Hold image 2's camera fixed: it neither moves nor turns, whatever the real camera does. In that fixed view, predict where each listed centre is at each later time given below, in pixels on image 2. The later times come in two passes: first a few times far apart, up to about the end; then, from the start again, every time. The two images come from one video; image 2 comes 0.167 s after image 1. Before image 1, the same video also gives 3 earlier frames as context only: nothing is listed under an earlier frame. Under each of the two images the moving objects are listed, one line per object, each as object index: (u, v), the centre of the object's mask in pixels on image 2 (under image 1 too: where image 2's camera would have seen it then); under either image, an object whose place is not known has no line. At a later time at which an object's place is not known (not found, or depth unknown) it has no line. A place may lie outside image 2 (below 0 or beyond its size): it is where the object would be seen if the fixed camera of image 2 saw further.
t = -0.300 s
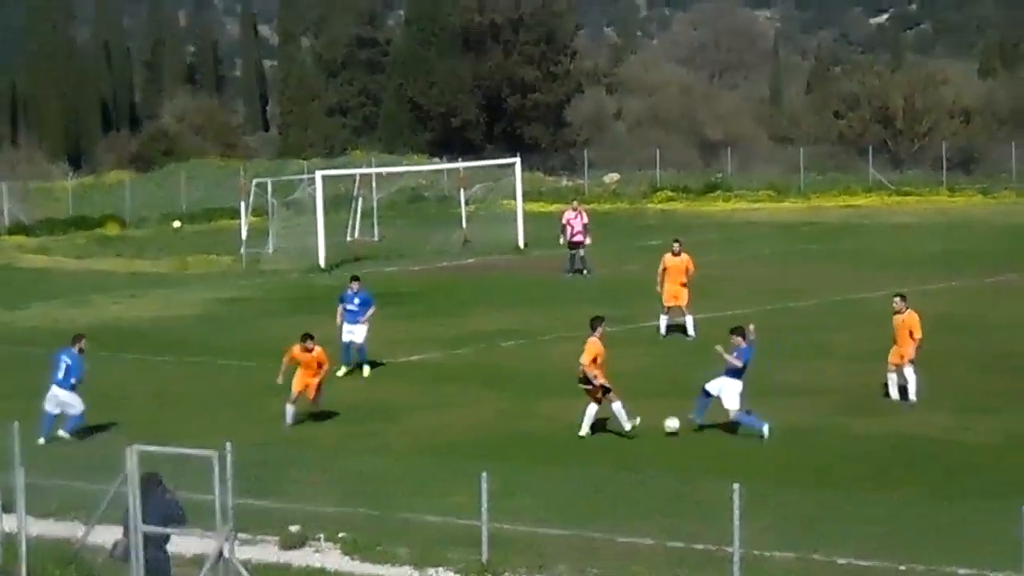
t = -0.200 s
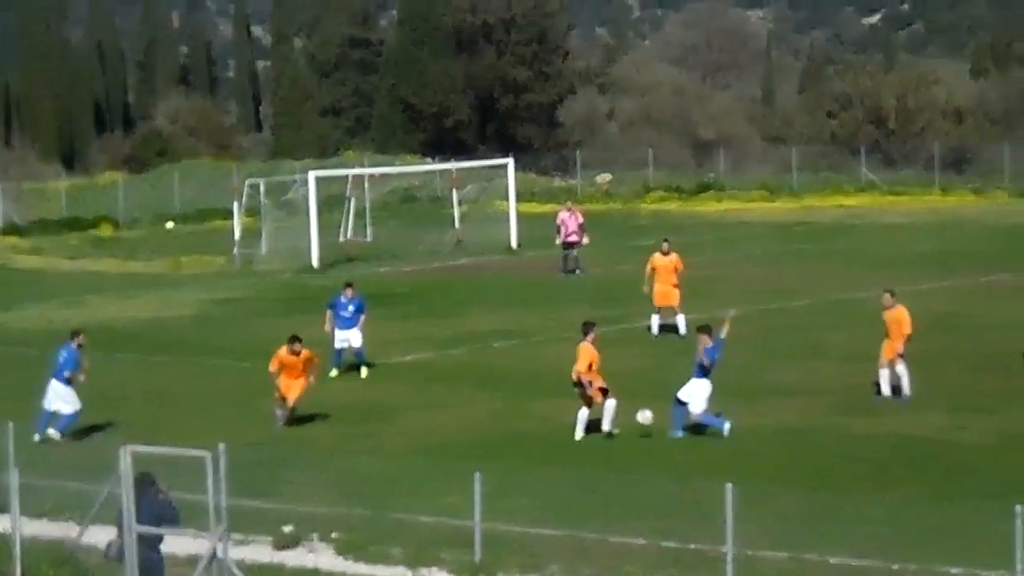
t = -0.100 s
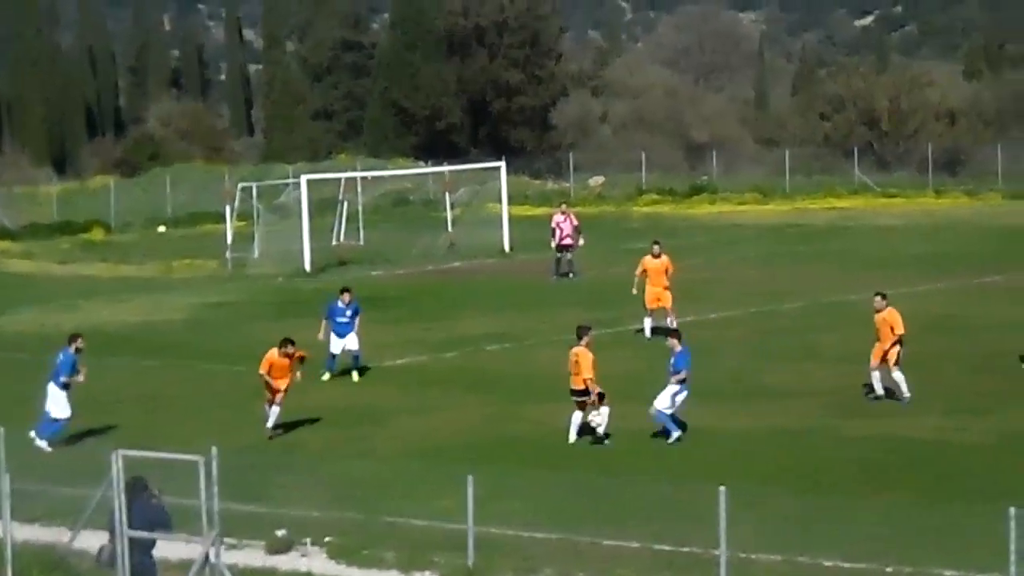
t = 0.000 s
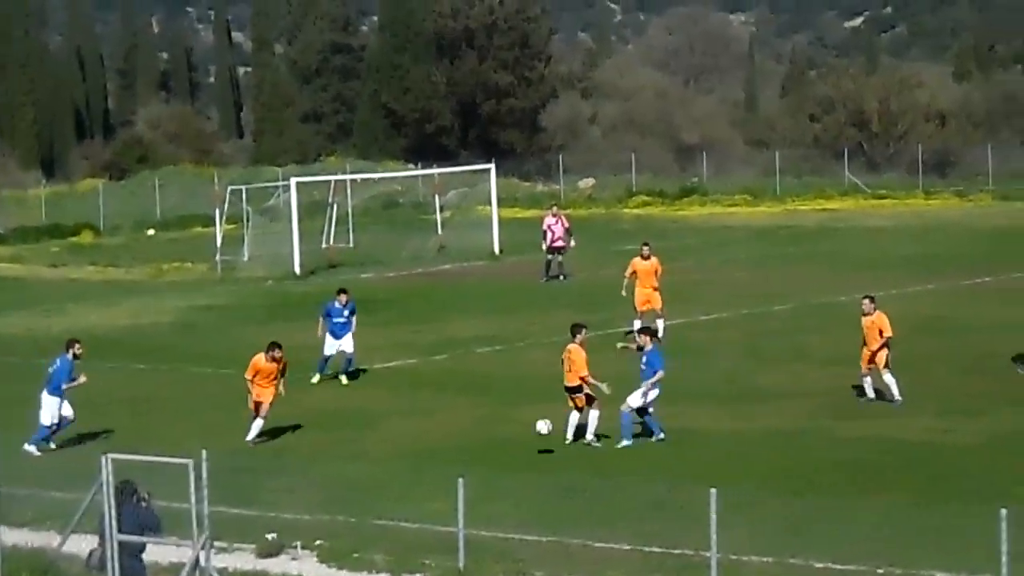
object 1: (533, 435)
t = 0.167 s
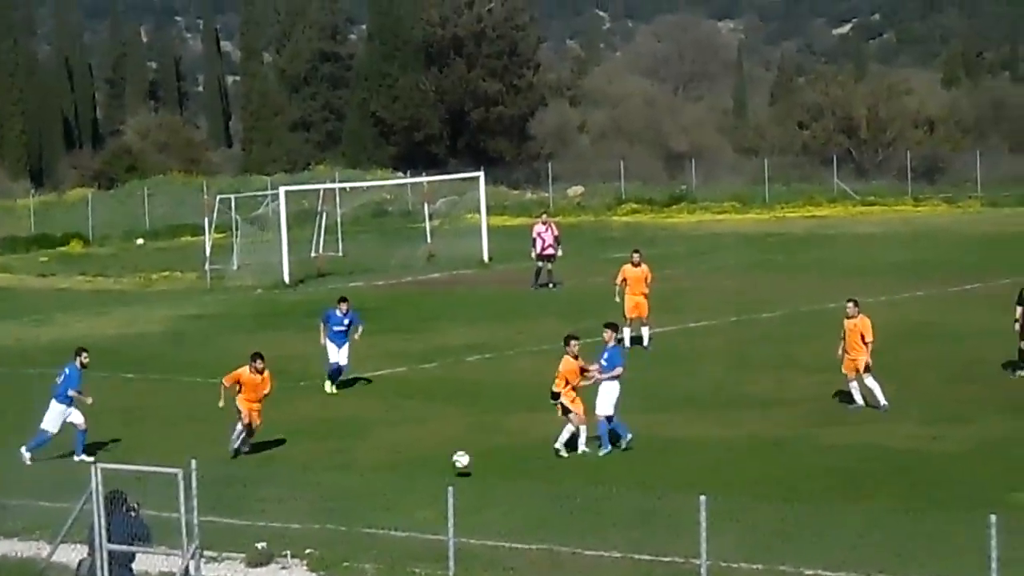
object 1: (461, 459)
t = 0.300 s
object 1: (409, 479)
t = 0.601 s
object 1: (318, 497)
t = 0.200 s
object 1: (446, 467)
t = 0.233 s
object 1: (432, 476)
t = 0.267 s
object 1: (419, 480)
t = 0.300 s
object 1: (409, 479)
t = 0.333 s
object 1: (398, 479)
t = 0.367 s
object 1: (387, 480)
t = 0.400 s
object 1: (377, 481)
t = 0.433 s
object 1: (366, 483)
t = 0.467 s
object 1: (356, 486)
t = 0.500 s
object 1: (346, 490)
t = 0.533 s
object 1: (336, 495)
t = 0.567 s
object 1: (326, 497)
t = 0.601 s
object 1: (318, 497)
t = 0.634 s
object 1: (310, 497)
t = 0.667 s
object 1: (301, 499)
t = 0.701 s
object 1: (294, 501)
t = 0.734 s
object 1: (286, 504)
